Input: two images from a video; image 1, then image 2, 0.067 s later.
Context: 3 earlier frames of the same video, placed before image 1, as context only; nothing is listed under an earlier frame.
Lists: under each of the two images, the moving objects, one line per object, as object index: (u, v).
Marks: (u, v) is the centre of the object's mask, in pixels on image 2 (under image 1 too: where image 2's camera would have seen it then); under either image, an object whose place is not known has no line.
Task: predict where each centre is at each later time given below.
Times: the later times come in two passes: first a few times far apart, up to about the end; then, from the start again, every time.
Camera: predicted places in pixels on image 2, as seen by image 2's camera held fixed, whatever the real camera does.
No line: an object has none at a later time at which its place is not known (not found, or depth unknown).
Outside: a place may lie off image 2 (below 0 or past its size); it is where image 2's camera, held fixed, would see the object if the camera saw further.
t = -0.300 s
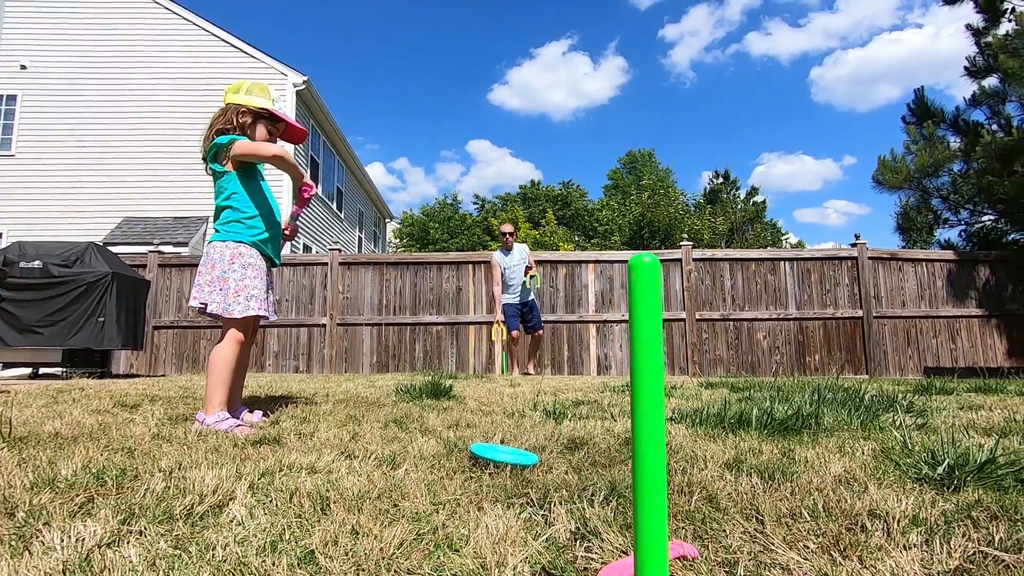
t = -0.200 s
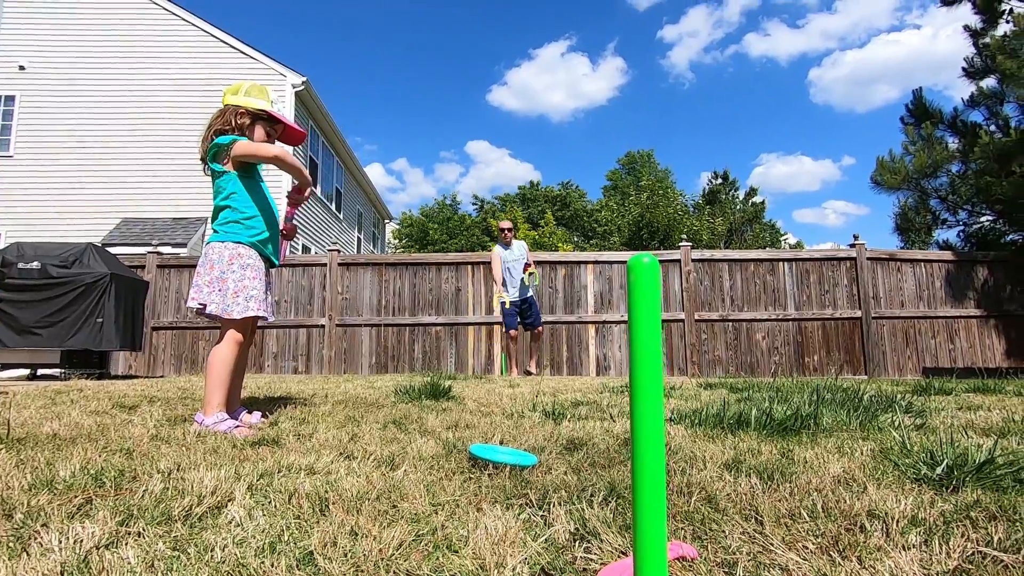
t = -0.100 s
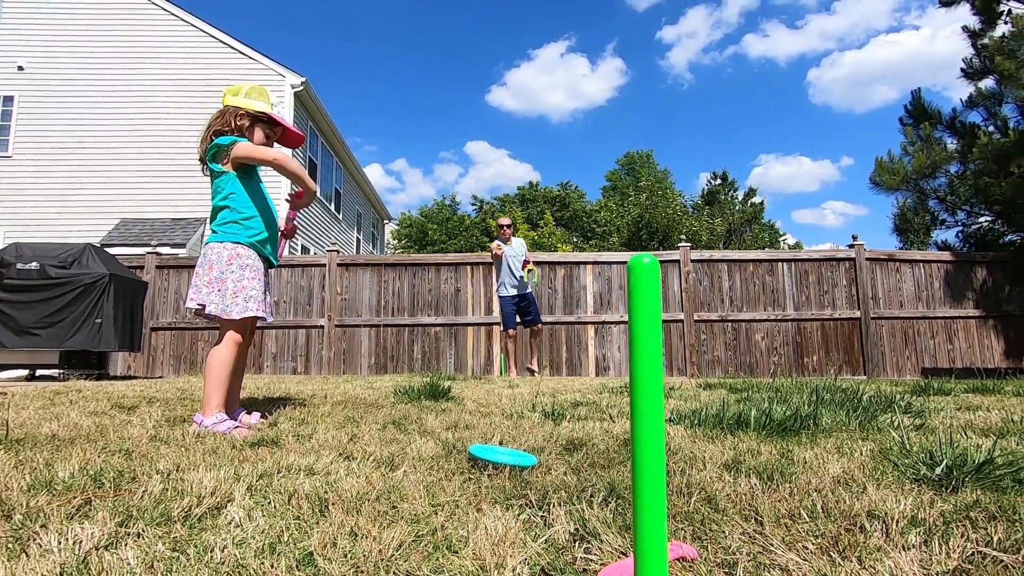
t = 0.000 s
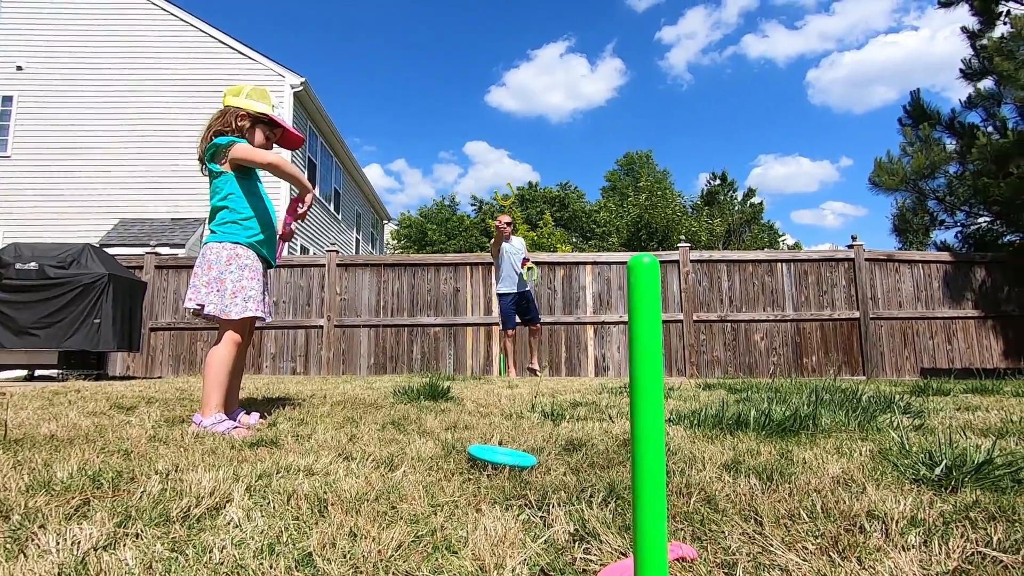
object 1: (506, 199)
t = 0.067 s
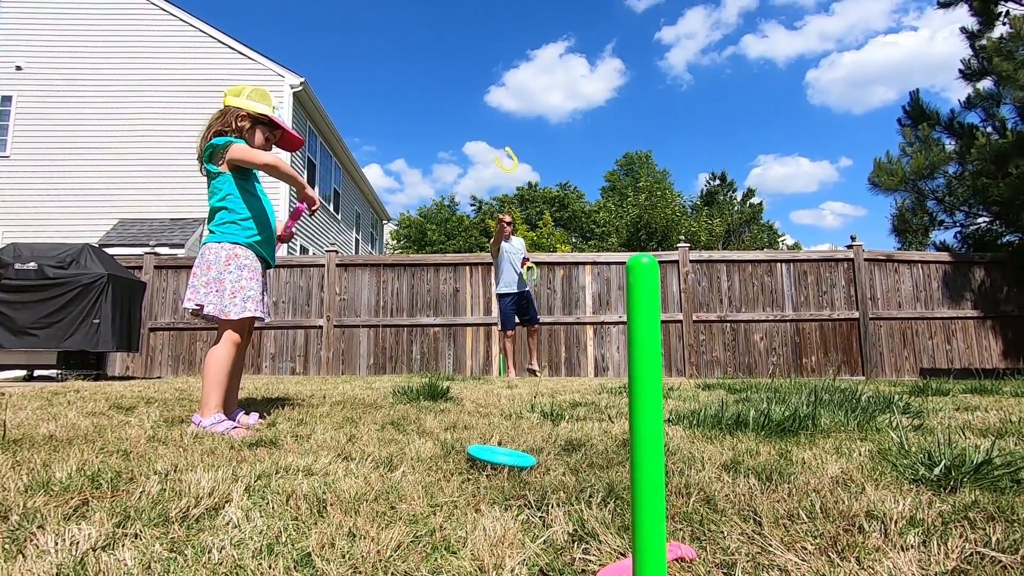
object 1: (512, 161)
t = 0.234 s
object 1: (512, 90)
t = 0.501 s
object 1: (518, 27)
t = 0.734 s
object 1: (487, 120)
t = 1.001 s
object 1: (563, 441)
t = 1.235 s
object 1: (785, 451)
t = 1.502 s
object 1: (724, 458)
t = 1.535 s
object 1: (720, 456)
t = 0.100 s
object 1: (508, 150)
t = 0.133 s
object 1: (510, 133)
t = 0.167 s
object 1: (510, 117)
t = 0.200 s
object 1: (508, 104)
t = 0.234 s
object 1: (512, 90)
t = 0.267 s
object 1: (511, 76)
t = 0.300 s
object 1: (512, 64)
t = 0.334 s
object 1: (511, 55)
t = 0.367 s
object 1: (511, 47)
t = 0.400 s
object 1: (511, 42)
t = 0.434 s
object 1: (522, 28)
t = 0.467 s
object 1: (521, 25)
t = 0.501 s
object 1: (518, 27)
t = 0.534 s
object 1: (521, 30)
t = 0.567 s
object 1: (518, 37)
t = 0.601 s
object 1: (521, 48)
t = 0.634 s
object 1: (524, 60)
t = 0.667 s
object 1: (499, 66)
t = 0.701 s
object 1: (492, 86)
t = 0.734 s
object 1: (487, 120)
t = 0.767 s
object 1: (477, 156)
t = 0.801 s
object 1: (506, 220)
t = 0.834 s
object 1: (493, 293)
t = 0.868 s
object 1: (482, 391)
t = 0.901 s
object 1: (482, 483)
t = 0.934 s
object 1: (507, 466)
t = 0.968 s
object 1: (545, 454)
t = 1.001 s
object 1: (563, 441)
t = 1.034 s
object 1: (591, 430)
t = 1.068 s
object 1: (702, 423)
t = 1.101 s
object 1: (730, 439)
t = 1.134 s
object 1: (741, 448)
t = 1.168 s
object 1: (762, 449)
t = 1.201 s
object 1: (772, 457)
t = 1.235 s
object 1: (785, 451)
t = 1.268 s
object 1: (793, 451)
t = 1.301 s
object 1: (787, 446)
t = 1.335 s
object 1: (777, 442)
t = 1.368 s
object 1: (765, 440)
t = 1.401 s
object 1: (752, 441)
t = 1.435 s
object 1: (738, 446)
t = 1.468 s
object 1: (733, 455)
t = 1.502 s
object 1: (724, 458)
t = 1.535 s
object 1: (720, 456)
